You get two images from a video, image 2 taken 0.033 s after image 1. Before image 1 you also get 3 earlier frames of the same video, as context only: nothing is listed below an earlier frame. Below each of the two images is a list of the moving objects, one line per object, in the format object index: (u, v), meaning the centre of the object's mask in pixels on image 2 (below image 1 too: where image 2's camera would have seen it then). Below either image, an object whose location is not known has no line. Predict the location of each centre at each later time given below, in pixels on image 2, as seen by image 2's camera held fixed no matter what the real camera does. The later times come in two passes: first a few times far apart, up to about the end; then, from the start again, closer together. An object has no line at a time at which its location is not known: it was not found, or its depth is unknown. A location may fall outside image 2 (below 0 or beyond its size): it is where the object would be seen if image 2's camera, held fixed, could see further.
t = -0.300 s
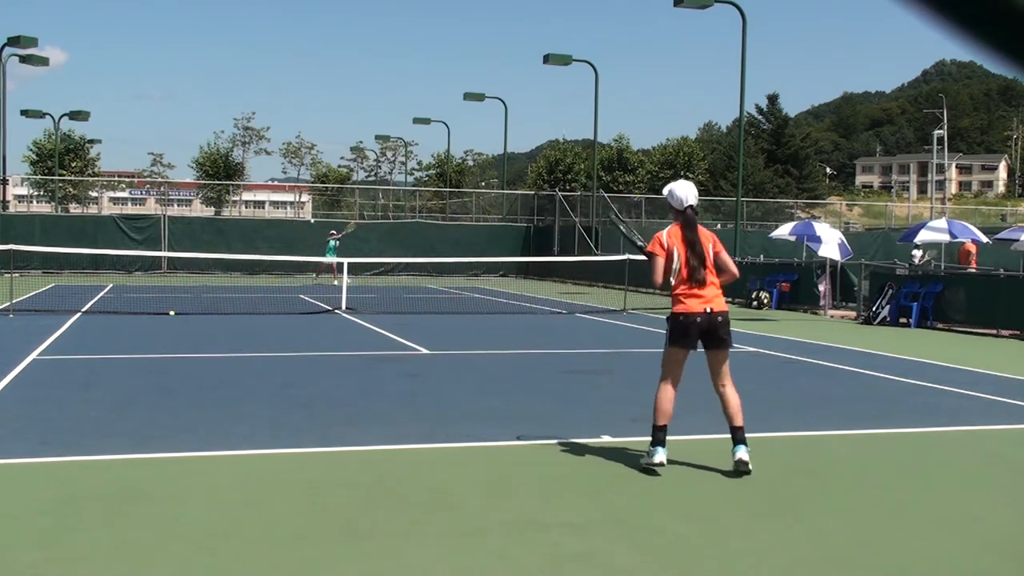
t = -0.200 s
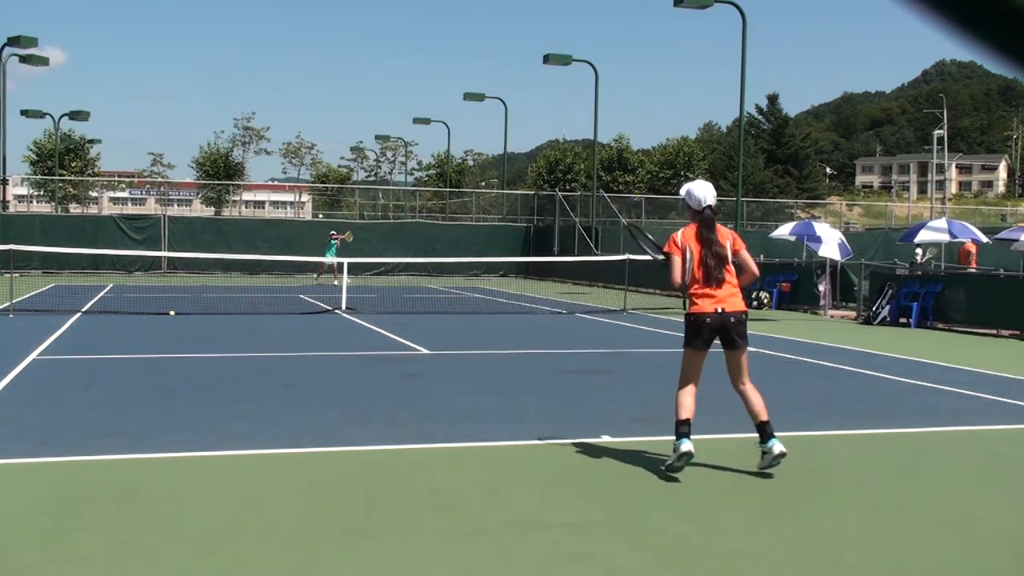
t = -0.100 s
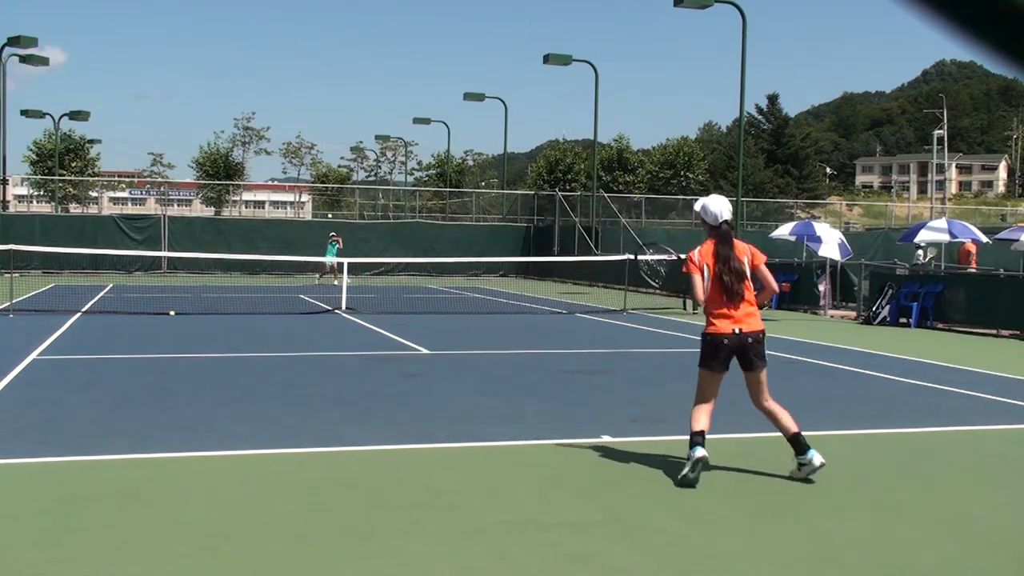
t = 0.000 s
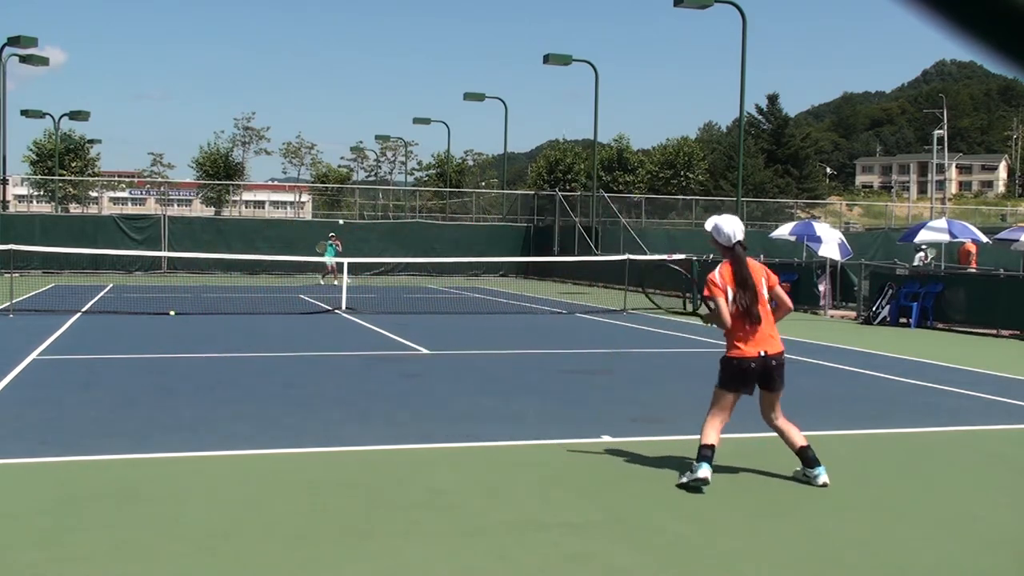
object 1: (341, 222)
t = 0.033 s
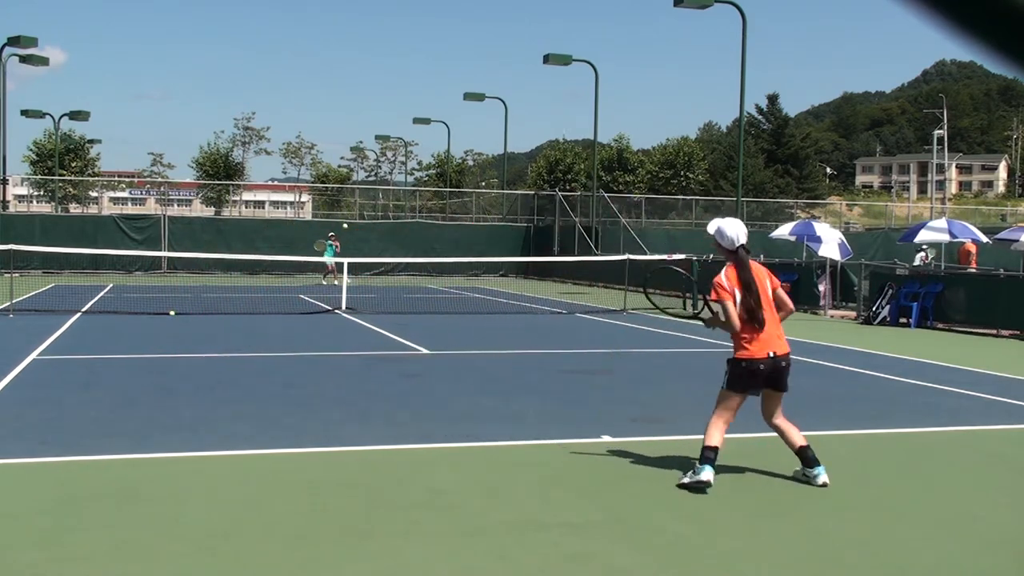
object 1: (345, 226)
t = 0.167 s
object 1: (365, 251)
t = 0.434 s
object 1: (425, 352)
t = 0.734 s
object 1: (507, 283)
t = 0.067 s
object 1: (349, 230)
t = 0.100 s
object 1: (354, 236)
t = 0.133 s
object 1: (359, 243)
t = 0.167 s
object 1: (365, 251)
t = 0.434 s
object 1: (425, 352)
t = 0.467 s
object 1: (431, 341)
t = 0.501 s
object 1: (439, 330)
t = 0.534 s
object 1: (447, 320)
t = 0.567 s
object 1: (456, 311)
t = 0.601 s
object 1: (465, 304)
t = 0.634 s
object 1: (474, 296)
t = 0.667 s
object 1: (484, 291)
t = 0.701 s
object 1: (495, 286)
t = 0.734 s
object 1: (507, 283)
